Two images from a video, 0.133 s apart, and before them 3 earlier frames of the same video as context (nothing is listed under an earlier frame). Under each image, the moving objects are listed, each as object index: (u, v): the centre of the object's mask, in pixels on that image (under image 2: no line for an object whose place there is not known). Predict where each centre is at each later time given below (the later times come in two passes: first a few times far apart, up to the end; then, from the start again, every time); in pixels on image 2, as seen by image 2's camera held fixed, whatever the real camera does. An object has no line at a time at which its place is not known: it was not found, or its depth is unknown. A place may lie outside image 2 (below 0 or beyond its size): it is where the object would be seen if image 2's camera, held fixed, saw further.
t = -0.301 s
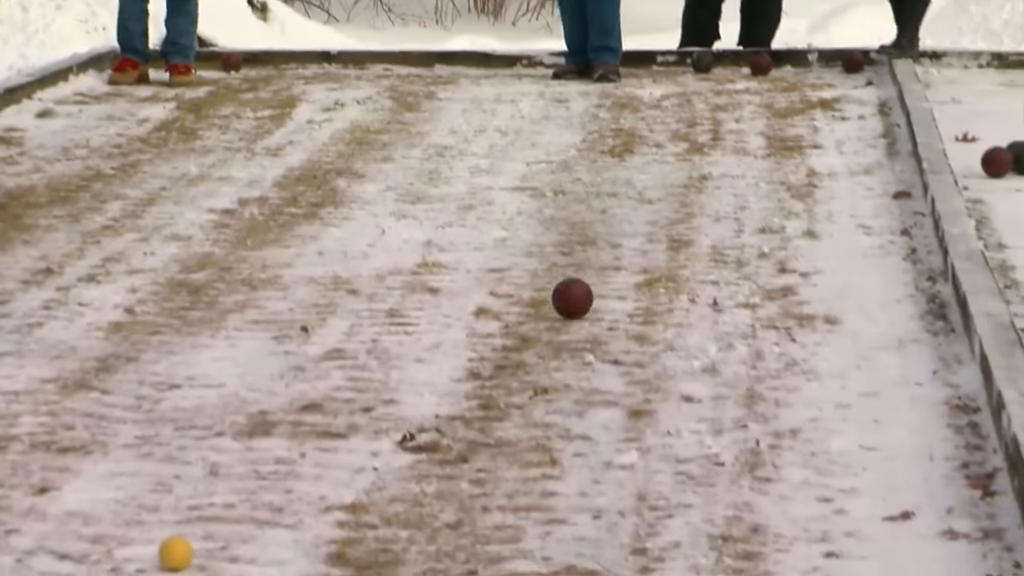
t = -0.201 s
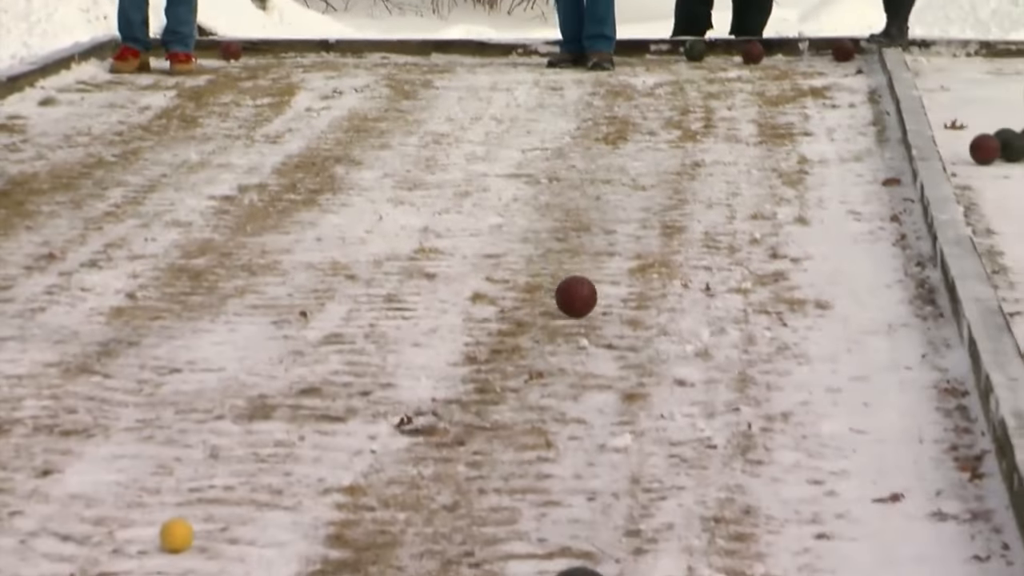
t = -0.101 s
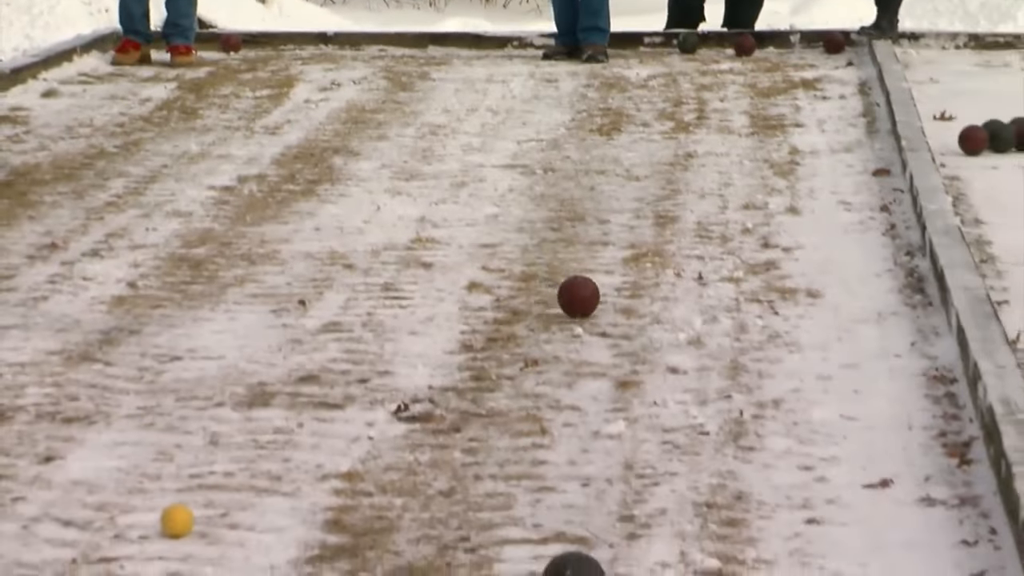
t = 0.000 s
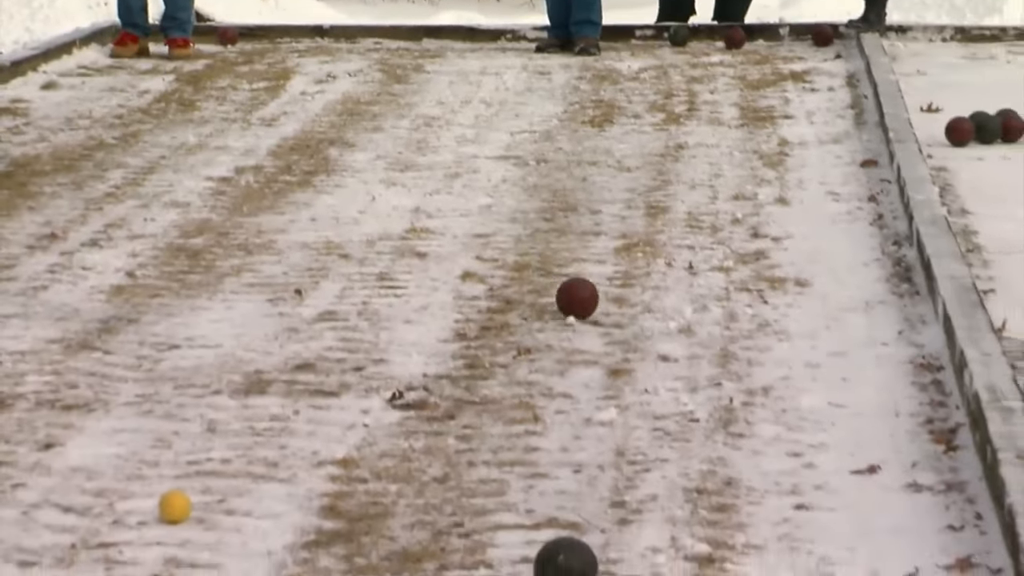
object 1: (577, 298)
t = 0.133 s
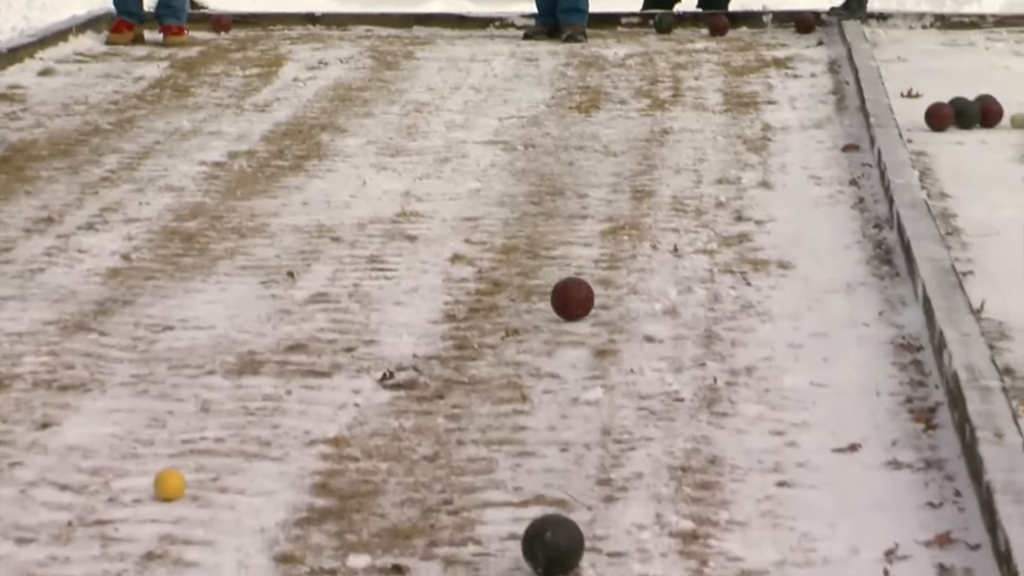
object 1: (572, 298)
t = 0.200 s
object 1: (576, 308)
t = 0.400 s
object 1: (586, 338)
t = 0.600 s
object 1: (592, 368)
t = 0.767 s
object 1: (595, 396)
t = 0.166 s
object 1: (574, 303)
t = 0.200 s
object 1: (576, 308)
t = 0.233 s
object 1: (578, 313)
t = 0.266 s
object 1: (580, 316)
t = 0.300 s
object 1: (582, 323)
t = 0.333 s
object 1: (583, 329)
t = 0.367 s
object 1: (585, 336)
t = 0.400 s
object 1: (586, 338)
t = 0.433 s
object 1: (587, 344)
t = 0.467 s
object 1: (588, 351)
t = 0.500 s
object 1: (590, 355)
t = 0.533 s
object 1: (591, 359)
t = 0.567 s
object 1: (592, 365)
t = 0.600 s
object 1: (592, 368)
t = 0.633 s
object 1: (593, 375)
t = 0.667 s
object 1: (594, 378)
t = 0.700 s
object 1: (594, 386)
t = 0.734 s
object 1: (594, 394)
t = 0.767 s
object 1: (595, 396)
